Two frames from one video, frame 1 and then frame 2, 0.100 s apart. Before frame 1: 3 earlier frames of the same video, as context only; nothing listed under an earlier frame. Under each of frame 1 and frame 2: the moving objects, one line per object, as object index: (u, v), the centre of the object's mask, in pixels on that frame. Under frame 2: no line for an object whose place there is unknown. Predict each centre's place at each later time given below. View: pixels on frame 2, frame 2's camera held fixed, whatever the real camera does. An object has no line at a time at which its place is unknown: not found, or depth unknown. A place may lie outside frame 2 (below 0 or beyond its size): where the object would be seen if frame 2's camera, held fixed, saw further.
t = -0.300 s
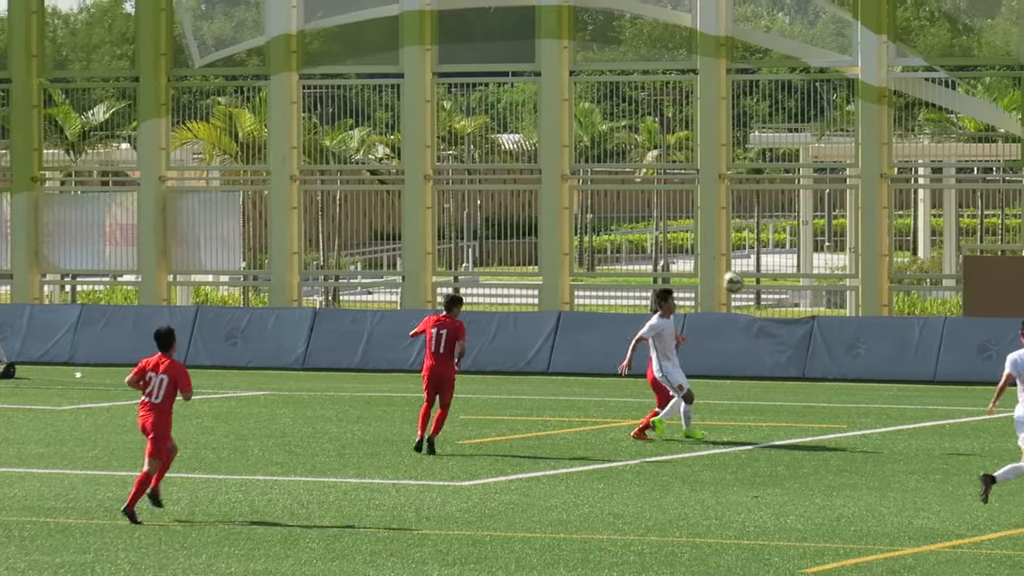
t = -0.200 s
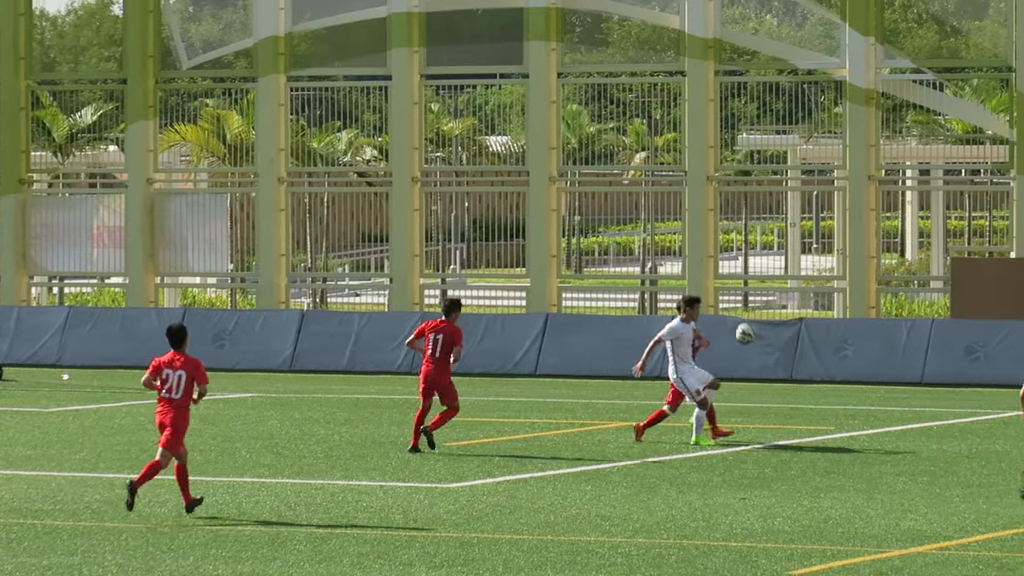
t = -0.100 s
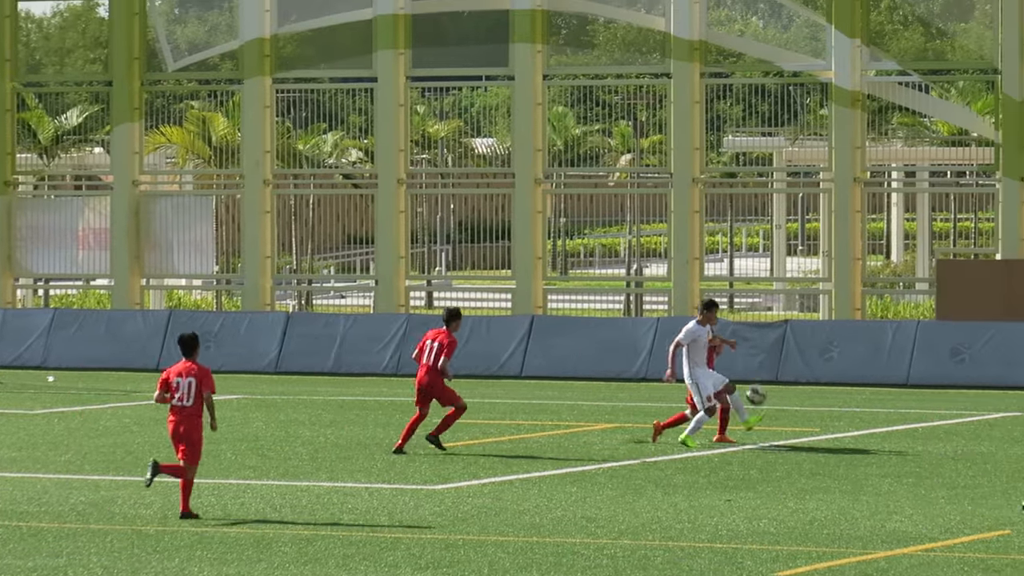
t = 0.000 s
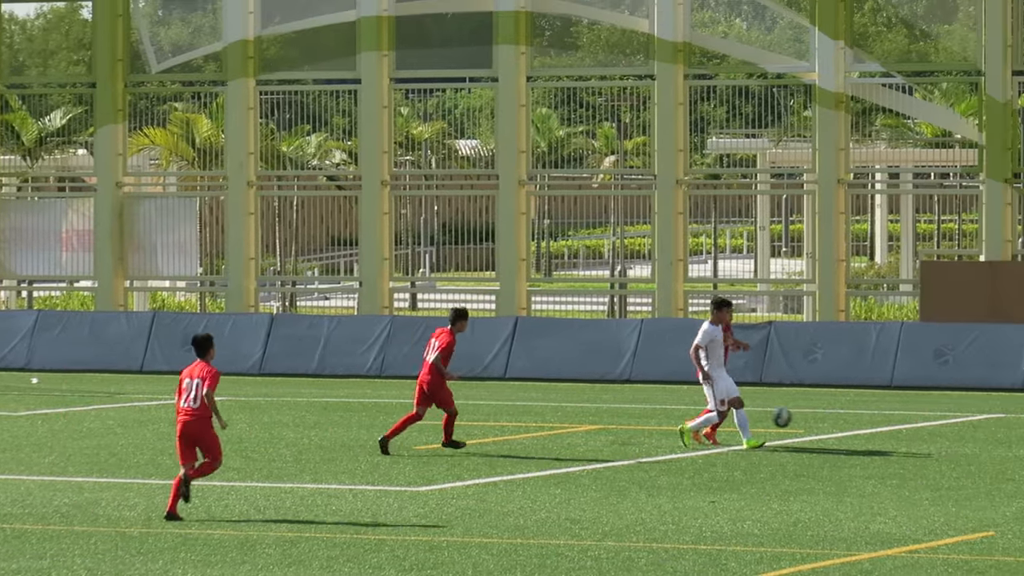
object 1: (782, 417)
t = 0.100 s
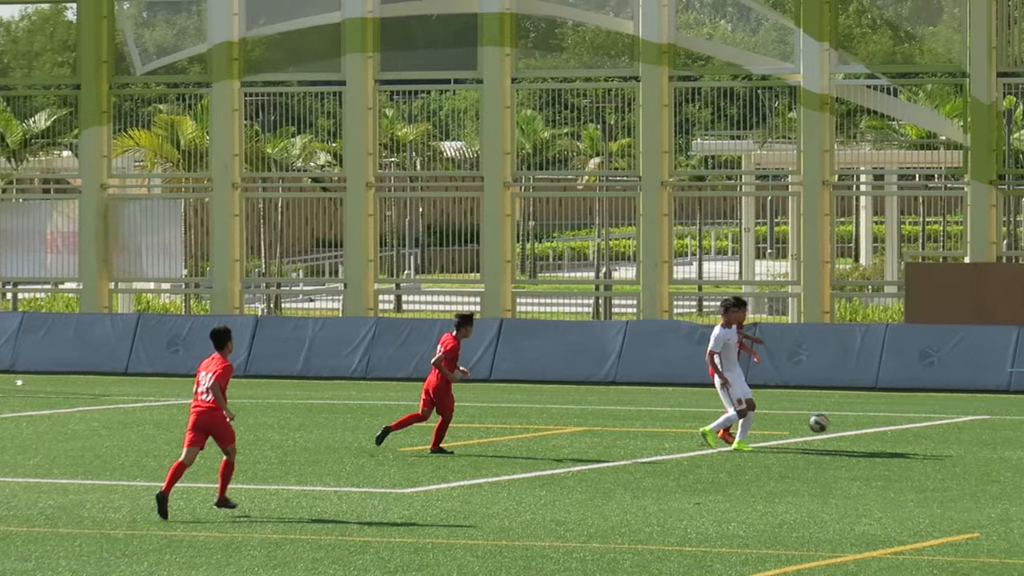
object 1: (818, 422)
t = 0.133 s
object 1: (837, 425)
